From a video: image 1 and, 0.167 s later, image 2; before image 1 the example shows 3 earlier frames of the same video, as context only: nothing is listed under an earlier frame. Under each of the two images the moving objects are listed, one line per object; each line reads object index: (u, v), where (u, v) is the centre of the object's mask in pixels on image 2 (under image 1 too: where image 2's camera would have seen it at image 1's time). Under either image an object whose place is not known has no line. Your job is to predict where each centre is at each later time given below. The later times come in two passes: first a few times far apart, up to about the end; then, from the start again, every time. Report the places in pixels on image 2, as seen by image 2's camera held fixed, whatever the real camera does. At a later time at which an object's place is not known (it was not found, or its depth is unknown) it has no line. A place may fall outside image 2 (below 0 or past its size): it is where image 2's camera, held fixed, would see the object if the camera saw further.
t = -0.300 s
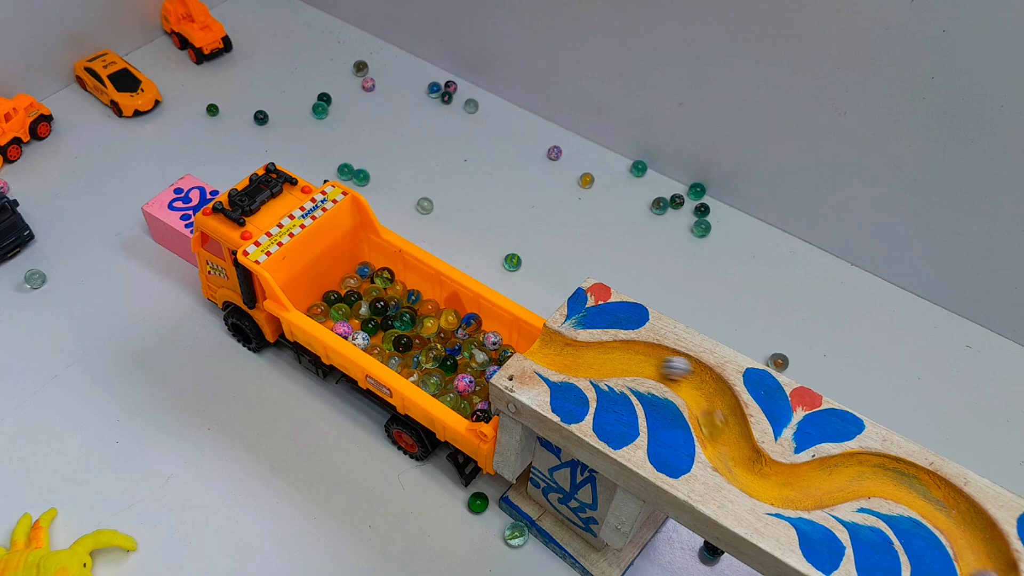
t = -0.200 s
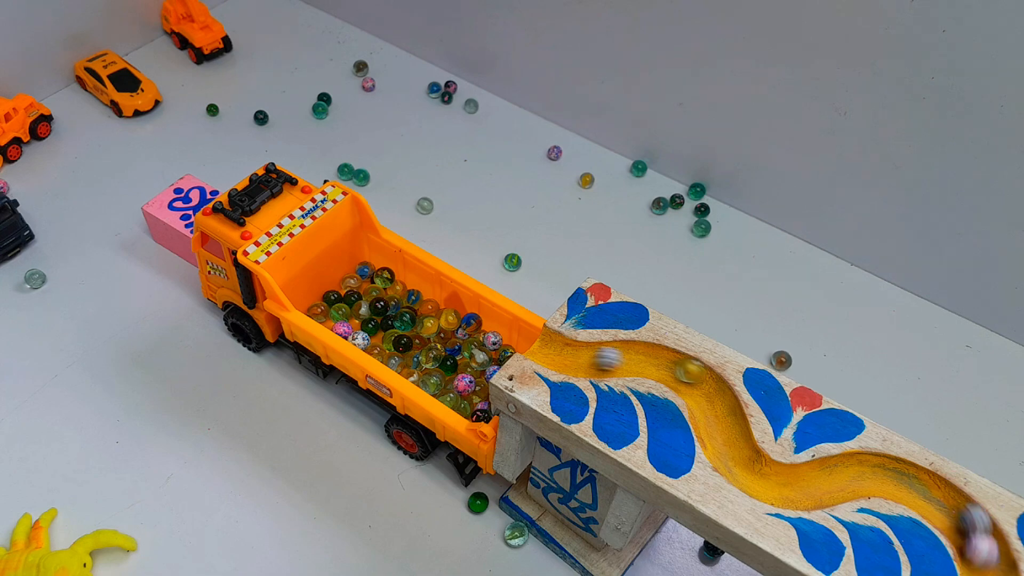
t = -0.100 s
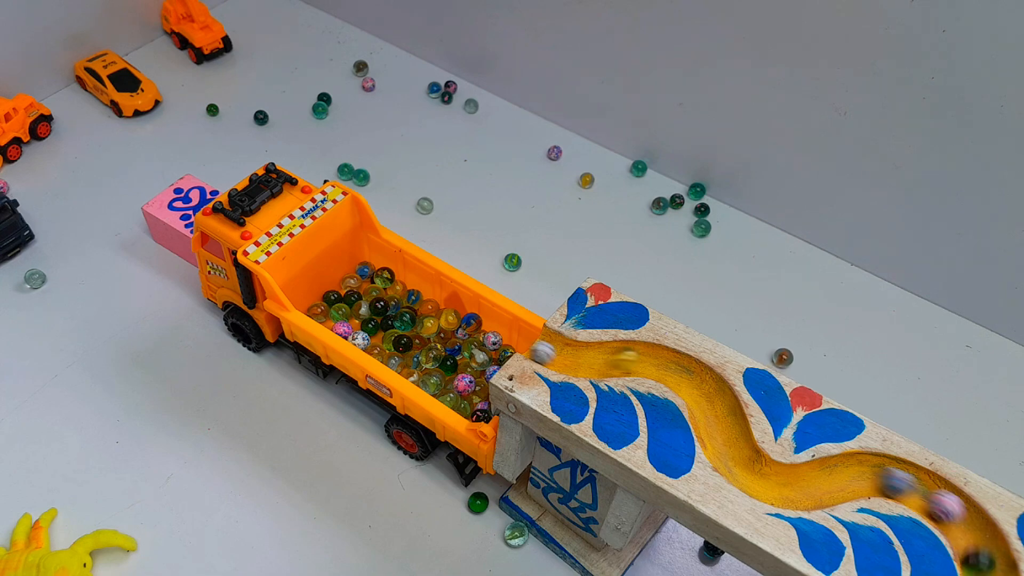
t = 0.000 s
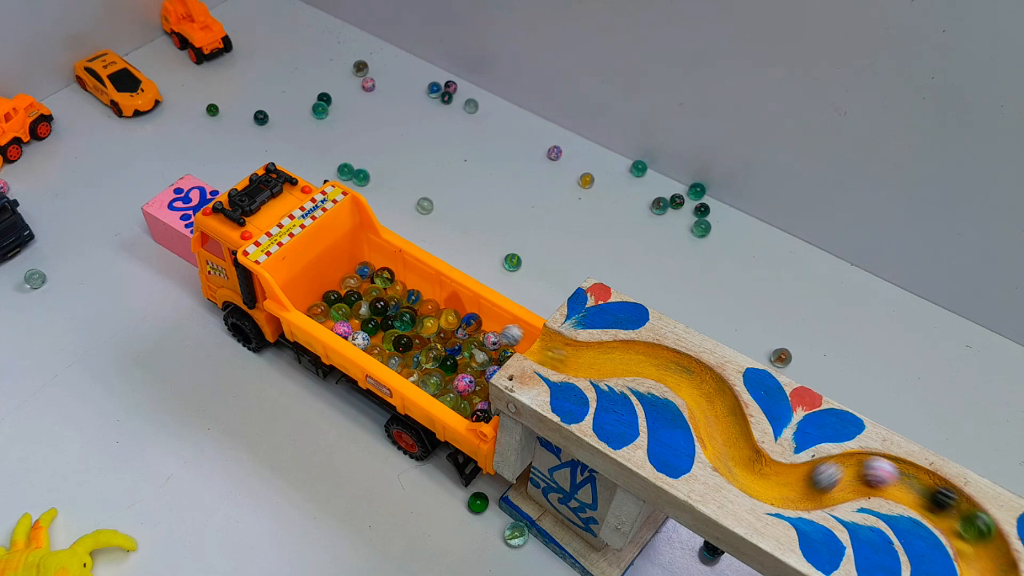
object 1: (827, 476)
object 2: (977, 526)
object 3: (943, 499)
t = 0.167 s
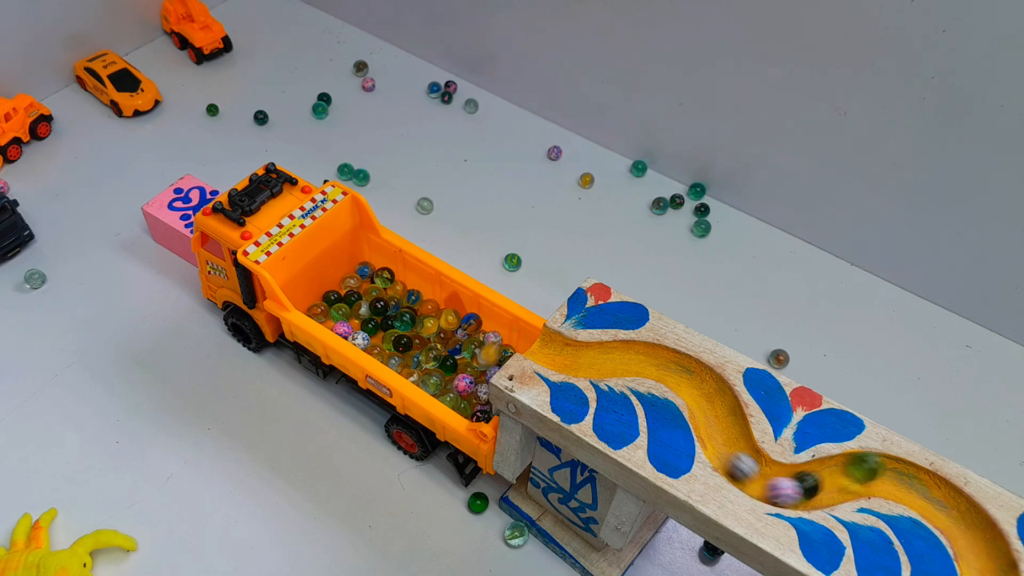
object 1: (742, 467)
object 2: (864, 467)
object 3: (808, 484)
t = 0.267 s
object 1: (717, 418)
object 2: (803, 491)
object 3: (760, 483)
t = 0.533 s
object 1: (553, 357)
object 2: (702, 381)
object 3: (669, 363)
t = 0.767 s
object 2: (560, 359)
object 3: (536, 347)
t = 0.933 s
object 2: (494, 351)
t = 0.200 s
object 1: (727, 450)
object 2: (843, 473)
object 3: (790, 491)
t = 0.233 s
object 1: (718, 434)
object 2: (823, 484)
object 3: (775, 490)
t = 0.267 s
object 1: (717, 418)
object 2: (803, 491)
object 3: (760, 483)
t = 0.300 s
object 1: (718, 398)
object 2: (783, 491)
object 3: (745, 471)
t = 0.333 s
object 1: (709, 379)
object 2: (759, 484)
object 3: (731, 456)
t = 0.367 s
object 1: (688, 369)
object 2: (740, 471)
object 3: (721, 439)
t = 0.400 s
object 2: (728, 454)
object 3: (715, 423)
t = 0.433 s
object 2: (721, 432)
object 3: (713, 405)
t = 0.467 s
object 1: (608, 357)
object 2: (715, 411)
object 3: (709, 386)
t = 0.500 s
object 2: (710, 393)
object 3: (693, 371)
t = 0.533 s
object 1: (553, 357)
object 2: (702, 381)
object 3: (669, 363)
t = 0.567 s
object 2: (687, 372)
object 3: (644, 359)
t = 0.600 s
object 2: (669, 367)
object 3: (624, 357)
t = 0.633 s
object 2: (647, 362)
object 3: (601, 358)
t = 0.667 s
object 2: (627, 359)
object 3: (581, 361)
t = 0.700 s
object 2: (604, 357)
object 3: (562, 360)
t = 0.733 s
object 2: (582, 358)
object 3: (547, 355)
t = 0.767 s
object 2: (560, 359)
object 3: (536, 347)
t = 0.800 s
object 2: (544, 353)
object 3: (523, 333)
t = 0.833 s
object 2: (532, 344)
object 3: (510, 331)
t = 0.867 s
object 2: (519, 335)
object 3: (497, 337)
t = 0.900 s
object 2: (507, 337)
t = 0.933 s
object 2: (494, 351)
